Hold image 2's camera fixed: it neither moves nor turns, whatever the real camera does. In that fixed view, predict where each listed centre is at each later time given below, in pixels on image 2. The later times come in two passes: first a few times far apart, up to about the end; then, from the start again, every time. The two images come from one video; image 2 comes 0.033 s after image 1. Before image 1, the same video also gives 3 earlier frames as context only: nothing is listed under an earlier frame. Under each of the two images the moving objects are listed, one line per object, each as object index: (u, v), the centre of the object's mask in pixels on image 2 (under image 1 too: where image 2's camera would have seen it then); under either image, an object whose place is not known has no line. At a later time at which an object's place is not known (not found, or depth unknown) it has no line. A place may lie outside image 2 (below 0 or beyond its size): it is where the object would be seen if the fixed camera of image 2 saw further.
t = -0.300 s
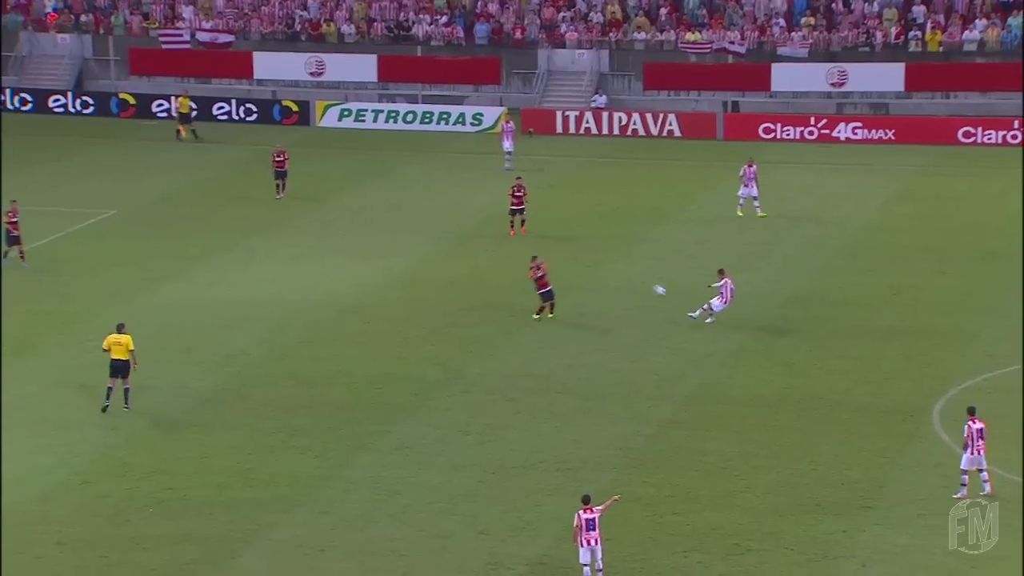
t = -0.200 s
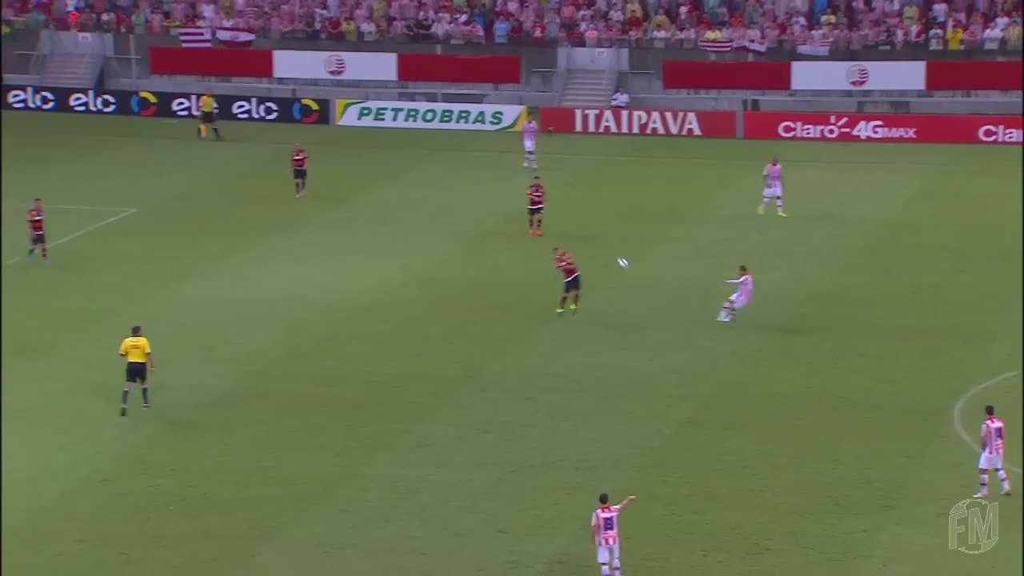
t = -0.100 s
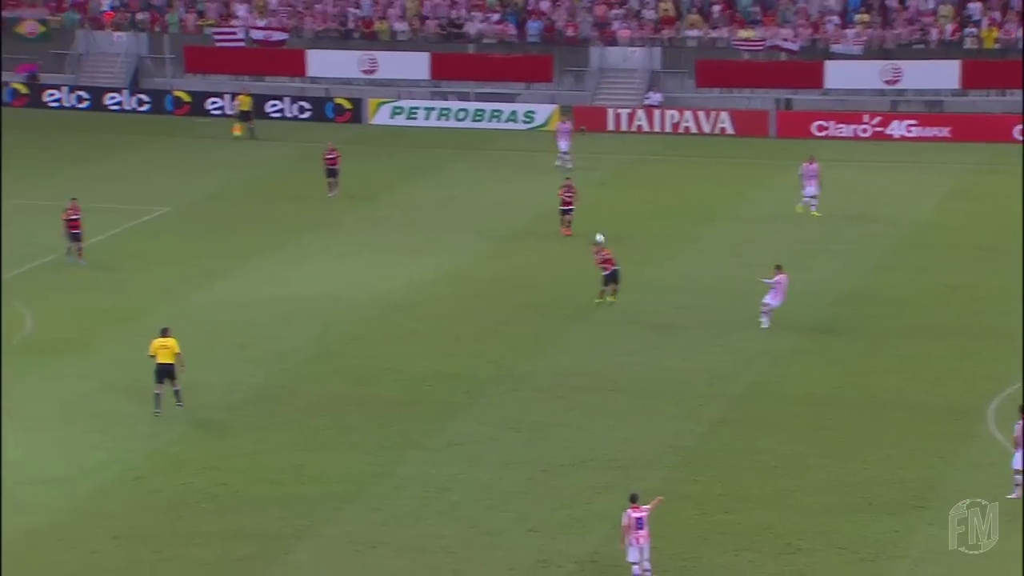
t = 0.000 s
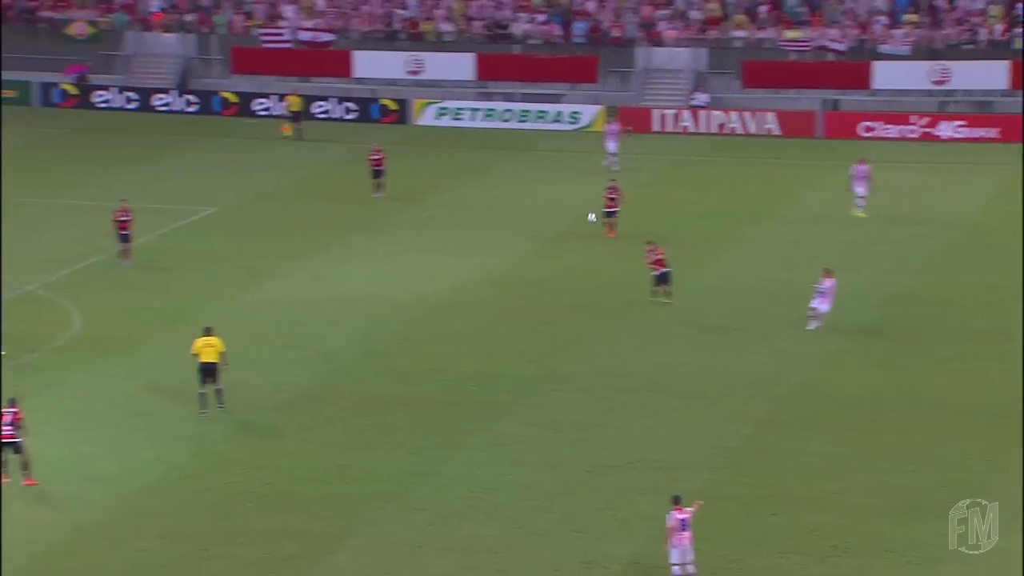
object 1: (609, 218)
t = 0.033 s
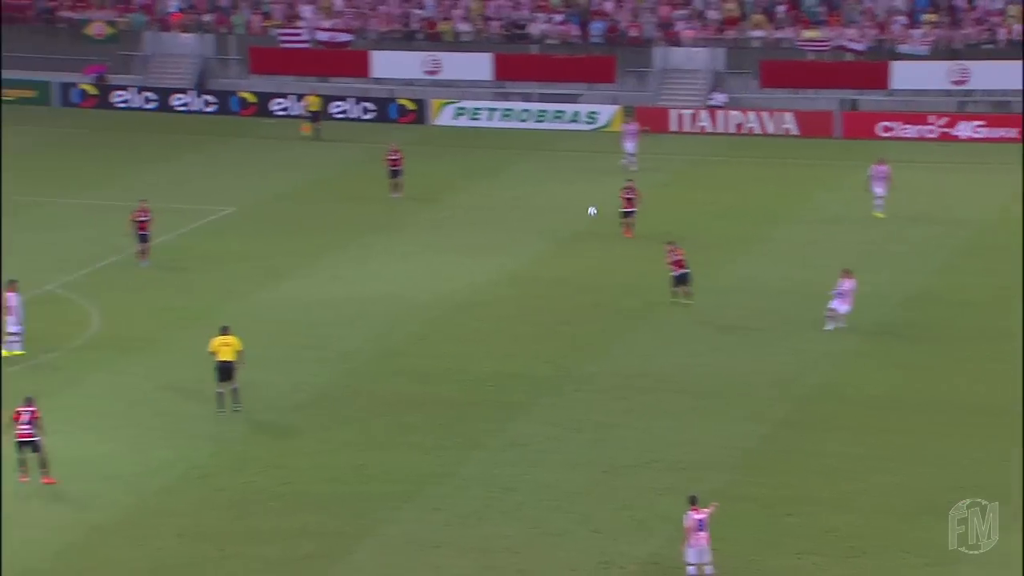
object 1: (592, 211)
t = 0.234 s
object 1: (493, 179)
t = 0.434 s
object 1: (399, 159)
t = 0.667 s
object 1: (297, 150)
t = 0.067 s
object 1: (575, 205)
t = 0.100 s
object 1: (558, 199)
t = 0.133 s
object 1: (541, 193)
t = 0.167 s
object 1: (525, 188)
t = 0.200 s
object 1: (509, 184)
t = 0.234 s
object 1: (493, 179)
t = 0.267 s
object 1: (477, 175)
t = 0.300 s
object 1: (461, 171)
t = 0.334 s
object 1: (445, 168)
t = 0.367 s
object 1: (430, 165)
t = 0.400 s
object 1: (415, 162)
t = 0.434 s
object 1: (399, 159)
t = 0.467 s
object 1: (384, 157)
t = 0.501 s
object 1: (369, 155)
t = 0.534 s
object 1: (354, 154)
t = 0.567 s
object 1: (340, 152)
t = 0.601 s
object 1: (325, 151)
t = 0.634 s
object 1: (311, 150)
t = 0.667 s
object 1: (297, 150)
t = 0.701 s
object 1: (282, 150)
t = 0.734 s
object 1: (269, 150)
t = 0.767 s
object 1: (254, 151)
